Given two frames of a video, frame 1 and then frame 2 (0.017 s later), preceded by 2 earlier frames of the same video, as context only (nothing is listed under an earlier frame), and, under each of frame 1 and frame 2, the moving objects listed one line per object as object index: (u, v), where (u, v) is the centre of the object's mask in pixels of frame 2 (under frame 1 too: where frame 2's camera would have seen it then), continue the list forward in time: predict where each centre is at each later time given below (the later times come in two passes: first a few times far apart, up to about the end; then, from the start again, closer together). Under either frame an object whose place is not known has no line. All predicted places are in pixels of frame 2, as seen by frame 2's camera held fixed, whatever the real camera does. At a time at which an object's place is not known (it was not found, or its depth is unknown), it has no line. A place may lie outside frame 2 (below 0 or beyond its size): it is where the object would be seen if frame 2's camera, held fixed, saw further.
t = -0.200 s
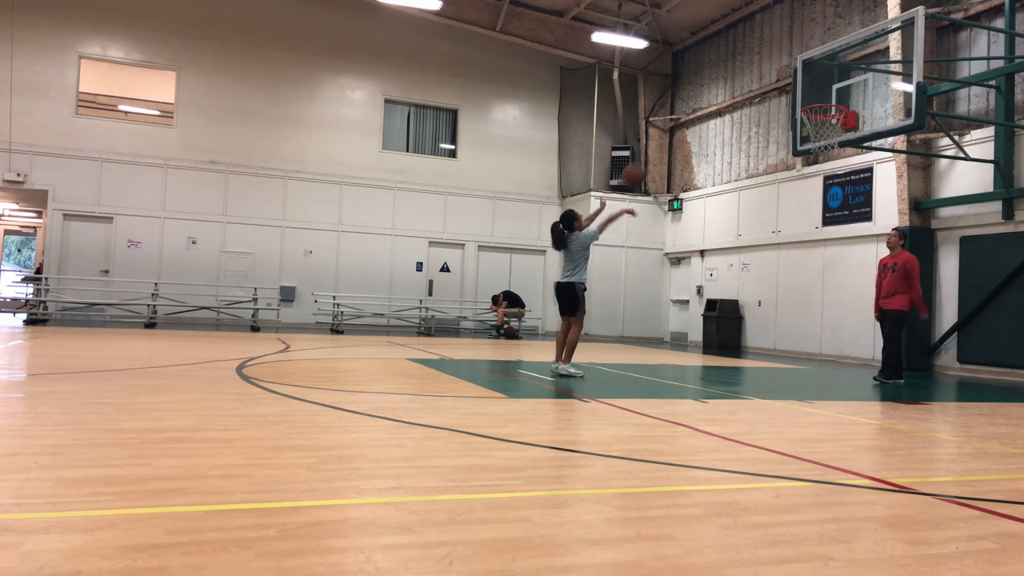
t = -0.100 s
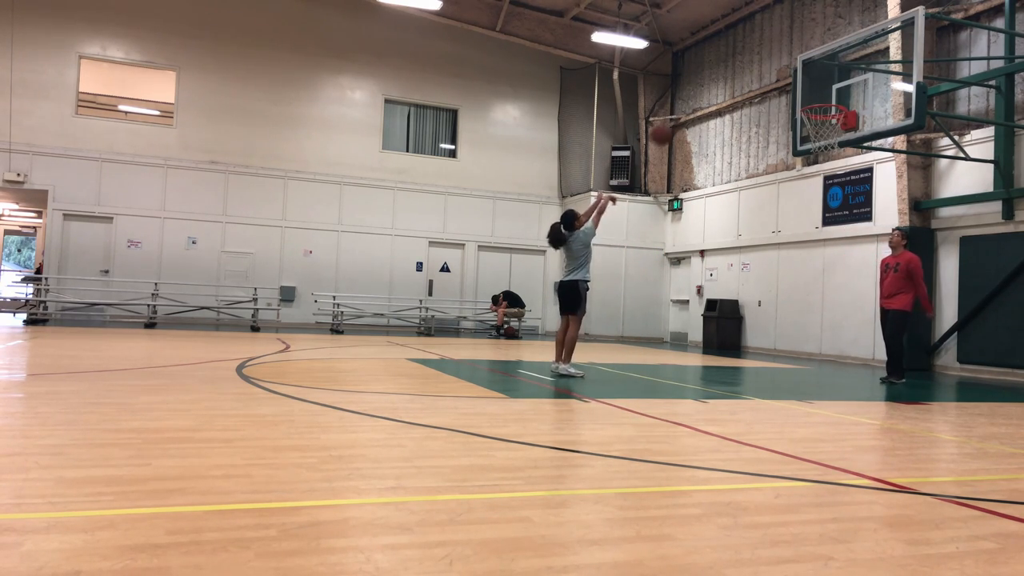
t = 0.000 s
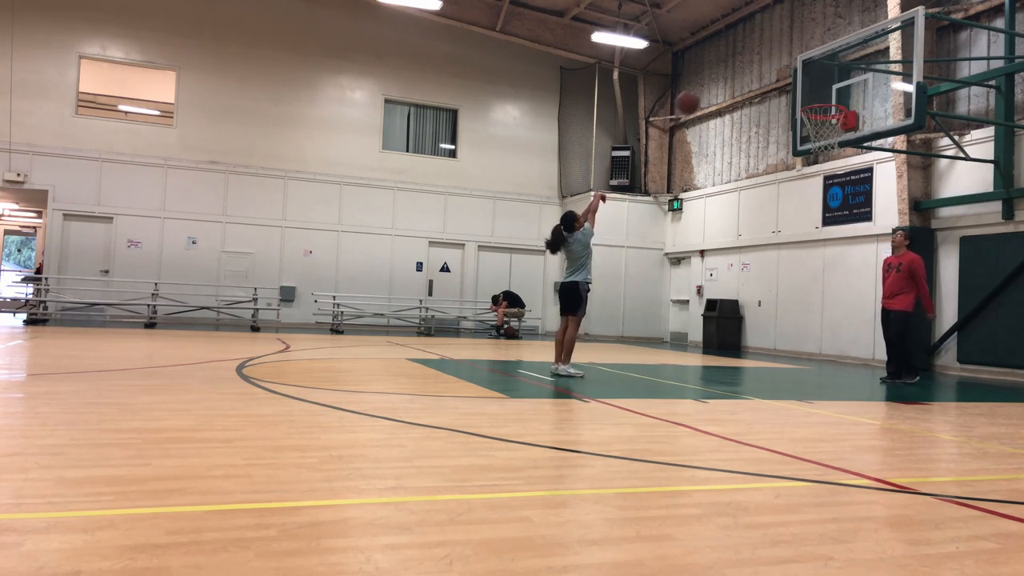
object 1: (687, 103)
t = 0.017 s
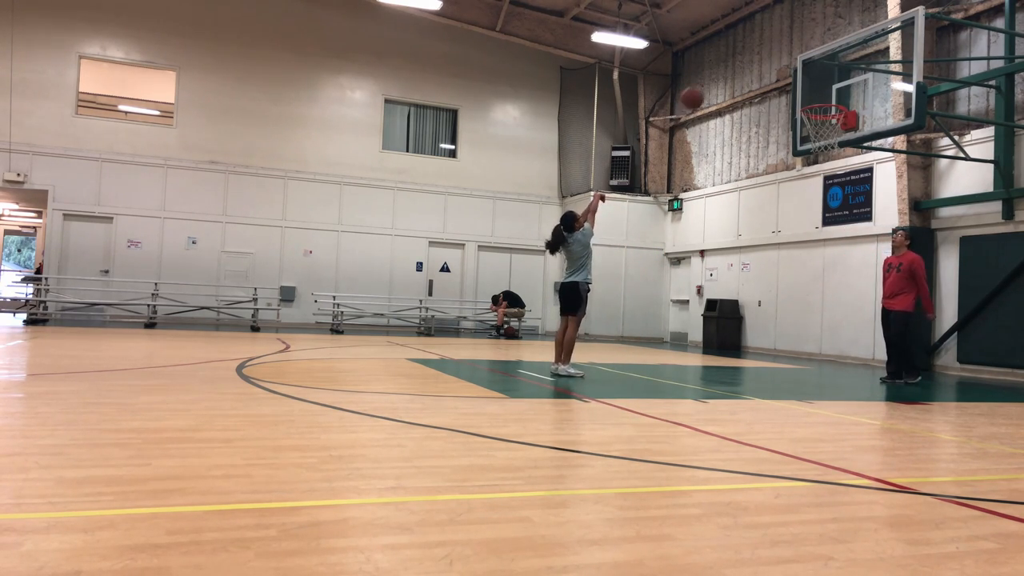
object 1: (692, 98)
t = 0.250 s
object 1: (750, 65)
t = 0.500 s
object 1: (807, 84)
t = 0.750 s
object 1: (815, 139)
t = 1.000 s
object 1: (789, 211)
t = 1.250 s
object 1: (762, 333)
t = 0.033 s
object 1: (696, 94)
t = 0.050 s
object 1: (700, 91)
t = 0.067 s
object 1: (705, 87)
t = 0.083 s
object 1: (709, 84)
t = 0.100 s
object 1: (714, 80)
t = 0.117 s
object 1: (717, 77)
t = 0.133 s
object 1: (721, 75)
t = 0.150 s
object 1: (726, 73)
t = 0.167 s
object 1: (730, 71)
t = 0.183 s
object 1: (734, 69)
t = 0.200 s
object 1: (738, 68)
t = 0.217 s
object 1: (742, 67)
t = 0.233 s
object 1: (746, 66)
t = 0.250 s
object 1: (750, 65)
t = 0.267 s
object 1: (754, 64)
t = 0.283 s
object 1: (758, 64)
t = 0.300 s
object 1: (762, 64)
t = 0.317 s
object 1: (766, 65)
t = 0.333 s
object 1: (770, 66)
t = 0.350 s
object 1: (774, 67)
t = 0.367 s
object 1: (777, 67)
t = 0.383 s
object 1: (781, 68)
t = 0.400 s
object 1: (784, 70)
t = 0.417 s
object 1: (788, 72)
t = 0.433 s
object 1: (790, 74)
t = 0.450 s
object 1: (796, 77)
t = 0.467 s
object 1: (800, 79)
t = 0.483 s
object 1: (803, 81)
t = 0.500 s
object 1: (807, 84)
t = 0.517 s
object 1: (810, 87)
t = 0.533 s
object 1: (814, 90)
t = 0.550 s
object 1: (817, 93)
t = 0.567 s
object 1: (821, 95)
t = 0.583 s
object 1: (825, 97)
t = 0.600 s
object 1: (827, 99)
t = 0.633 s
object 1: (830, 113)
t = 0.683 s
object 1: (827, 128)
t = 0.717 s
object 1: (823, 136)
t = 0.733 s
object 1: (818, 138)
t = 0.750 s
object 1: (815, 139)
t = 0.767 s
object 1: (814, 141)
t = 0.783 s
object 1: (813, 150)
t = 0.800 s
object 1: (812, 152)
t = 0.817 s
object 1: (810, 156)
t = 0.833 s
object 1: (808, 160)
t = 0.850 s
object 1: (806, 163)
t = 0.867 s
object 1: (804, 168)
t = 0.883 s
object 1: (802, 173)
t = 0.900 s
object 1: (800, 177)
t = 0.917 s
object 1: (799, 182)
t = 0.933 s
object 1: (797, 188)
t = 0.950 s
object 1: (795, 193)
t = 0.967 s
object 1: (793, 199)
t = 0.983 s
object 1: (791, 205)
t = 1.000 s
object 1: (789, 211)
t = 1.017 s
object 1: (788, 218)
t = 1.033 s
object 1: (786, 224)
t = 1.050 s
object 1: (784, 231)
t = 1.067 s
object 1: (782, 239)
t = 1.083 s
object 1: (780, 246)
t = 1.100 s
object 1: (778, 254)
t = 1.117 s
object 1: (776, 263)
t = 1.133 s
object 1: (775, 270)
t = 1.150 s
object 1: (773, 278)
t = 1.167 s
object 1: (771, 287)
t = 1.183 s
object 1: (769, 295)
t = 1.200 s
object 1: (767, 305)
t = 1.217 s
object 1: (766, 315)
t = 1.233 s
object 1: (764, 323)
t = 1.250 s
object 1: (762, 333)
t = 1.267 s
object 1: (760, 343)
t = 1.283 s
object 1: (758, 354)
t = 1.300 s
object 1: (756, 363)
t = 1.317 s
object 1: (754, 361)
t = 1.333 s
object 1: (752, 353)
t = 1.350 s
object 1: (751, 344)
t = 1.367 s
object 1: (750, 337)
